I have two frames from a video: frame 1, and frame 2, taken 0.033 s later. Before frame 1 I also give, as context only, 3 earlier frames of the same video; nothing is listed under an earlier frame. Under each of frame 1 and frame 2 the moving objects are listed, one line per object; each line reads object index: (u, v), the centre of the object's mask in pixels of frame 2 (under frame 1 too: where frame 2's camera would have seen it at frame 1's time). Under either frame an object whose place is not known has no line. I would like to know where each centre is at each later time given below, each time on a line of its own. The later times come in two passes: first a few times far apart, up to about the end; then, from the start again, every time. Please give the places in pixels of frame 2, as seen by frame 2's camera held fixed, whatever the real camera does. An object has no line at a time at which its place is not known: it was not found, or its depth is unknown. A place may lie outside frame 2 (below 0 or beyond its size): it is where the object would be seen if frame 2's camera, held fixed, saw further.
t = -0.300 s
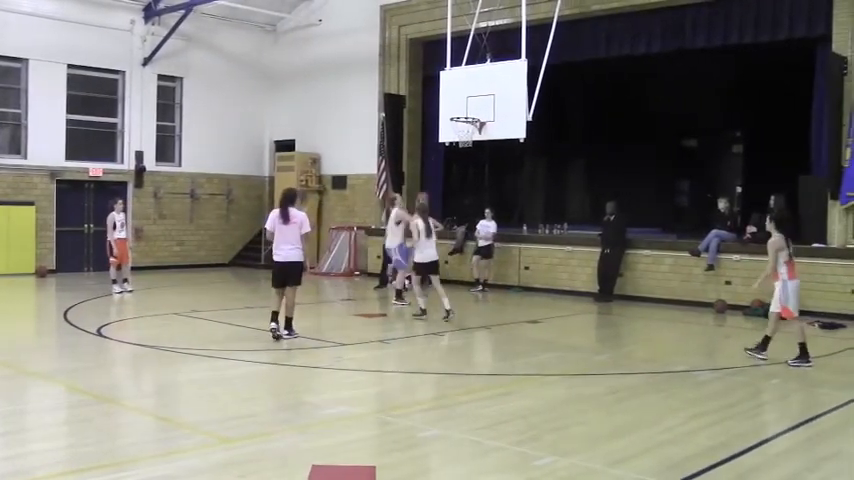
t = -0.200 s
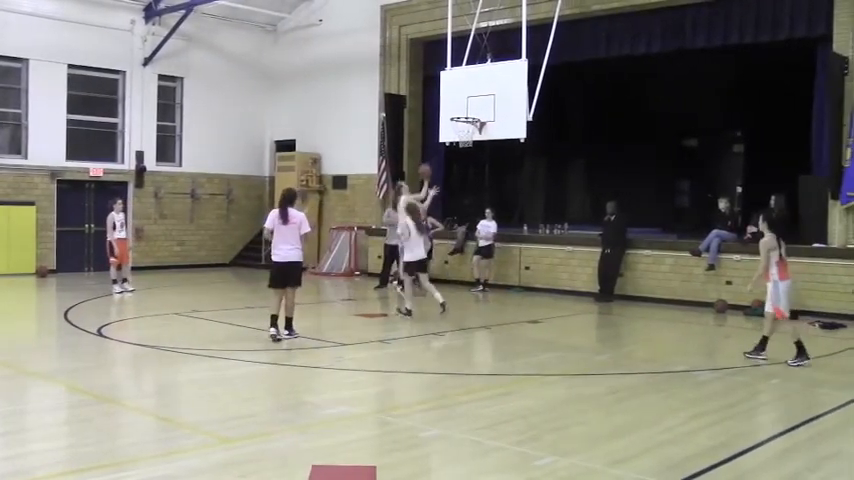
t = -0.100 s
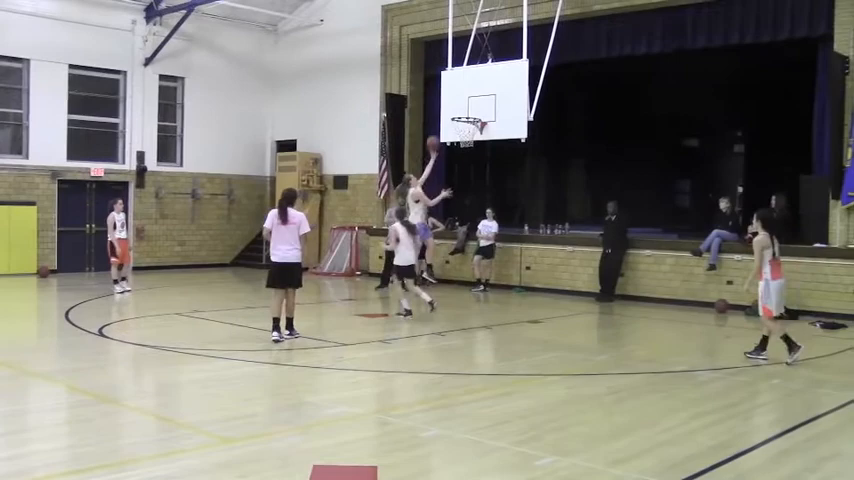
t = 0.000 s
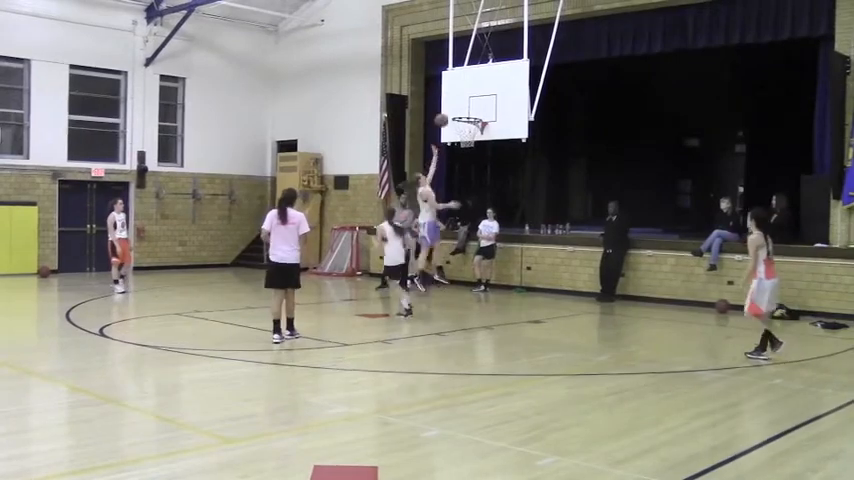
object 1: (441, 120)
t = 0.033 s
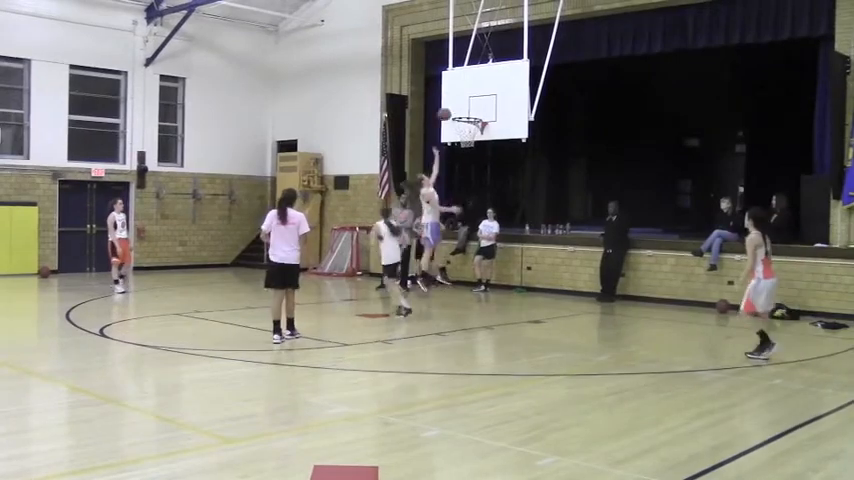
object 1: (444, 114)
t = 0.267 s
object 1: (462, 88)
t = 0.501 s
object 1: (470, 92)
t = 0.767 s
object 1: (470, 135)
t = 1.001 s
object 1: (466, 195)
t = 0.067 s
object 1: (446, 108)
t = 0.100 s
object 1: (449, 103)
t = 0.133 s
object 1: (452, 99)
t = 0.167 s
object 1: (455, 95)
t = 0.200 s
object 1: (457, 92)
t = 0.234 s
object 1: (459, 89)
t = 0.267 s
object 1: (462, 88)
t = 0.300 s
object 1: (465, 87)
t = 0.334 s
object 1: (467, 87)
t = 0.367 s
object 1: (469, 87)
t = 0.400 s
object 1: (470, 87)
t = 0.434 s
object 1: (470, 88)
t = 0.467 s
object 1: (470, 90)
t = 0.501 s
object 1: (470, 92)
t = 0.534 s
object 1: (470, 95)
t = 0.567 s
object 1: (470, 99)
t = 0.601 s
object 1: (470, 103)
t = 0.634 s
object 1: (470, 108)
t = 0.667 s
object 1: (470, 114)
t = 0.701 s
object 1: (470, 120)
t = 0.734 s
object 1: (470, 127)
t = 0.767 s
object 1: (470, 135)
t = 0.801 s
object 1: (469, 141)
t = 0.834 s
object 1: (469, 147)
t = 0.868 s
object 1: (468, 156)
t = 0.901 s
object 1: (468, 165)
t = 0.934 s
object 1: (467, 174)
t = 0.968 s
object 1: (466, 184)
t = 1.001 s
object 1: (466, 195)
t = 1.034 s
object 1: (465, 206)
